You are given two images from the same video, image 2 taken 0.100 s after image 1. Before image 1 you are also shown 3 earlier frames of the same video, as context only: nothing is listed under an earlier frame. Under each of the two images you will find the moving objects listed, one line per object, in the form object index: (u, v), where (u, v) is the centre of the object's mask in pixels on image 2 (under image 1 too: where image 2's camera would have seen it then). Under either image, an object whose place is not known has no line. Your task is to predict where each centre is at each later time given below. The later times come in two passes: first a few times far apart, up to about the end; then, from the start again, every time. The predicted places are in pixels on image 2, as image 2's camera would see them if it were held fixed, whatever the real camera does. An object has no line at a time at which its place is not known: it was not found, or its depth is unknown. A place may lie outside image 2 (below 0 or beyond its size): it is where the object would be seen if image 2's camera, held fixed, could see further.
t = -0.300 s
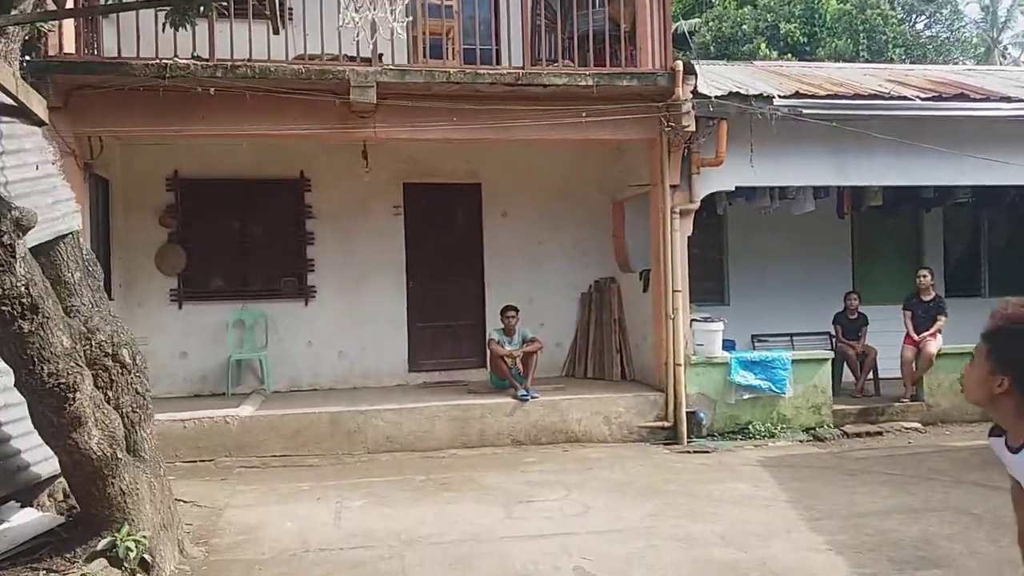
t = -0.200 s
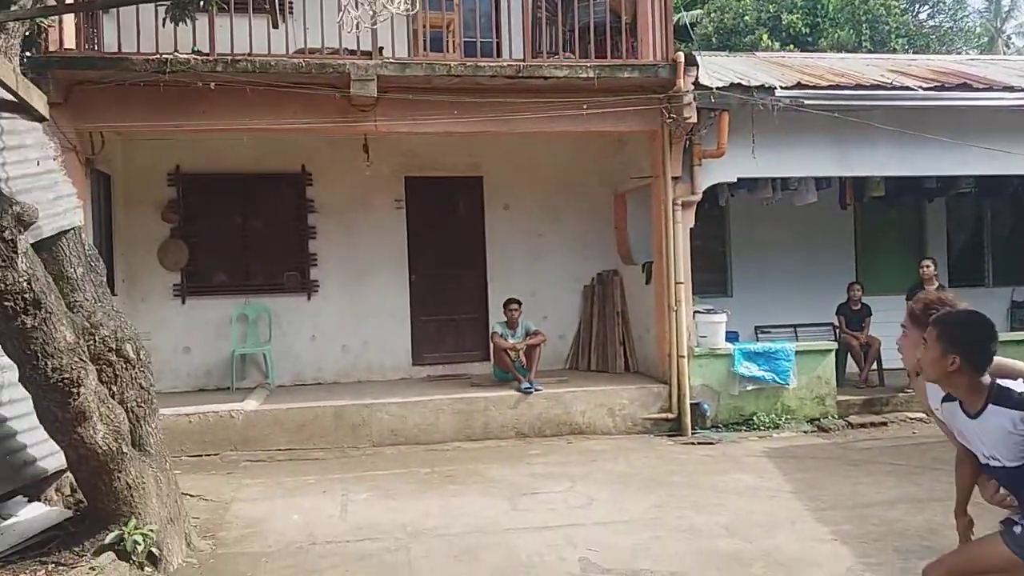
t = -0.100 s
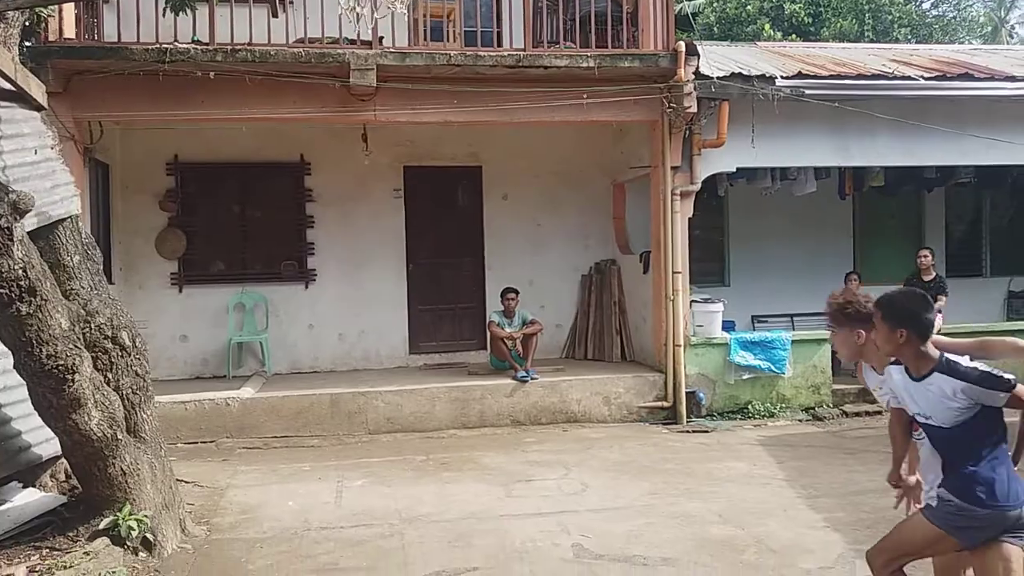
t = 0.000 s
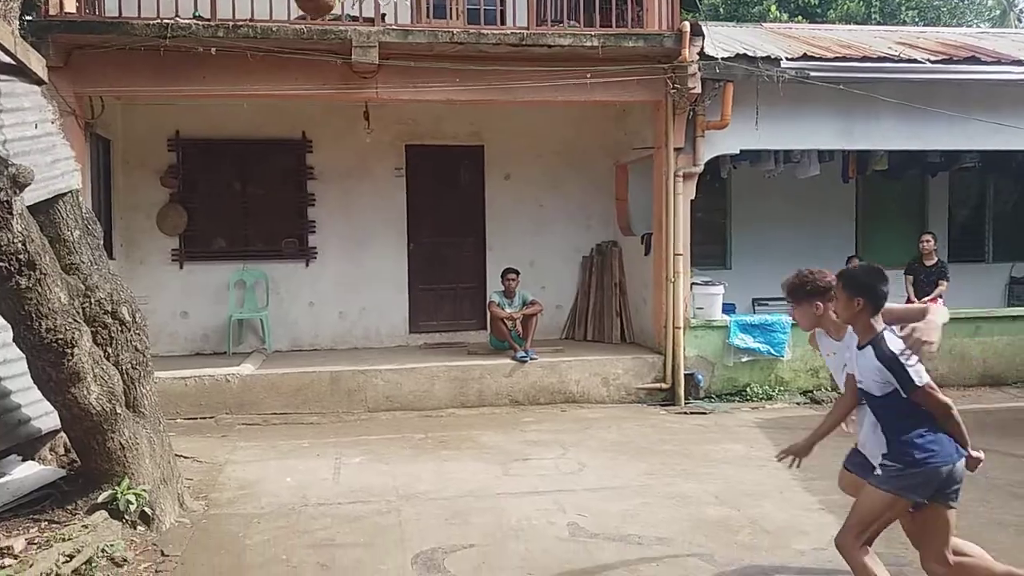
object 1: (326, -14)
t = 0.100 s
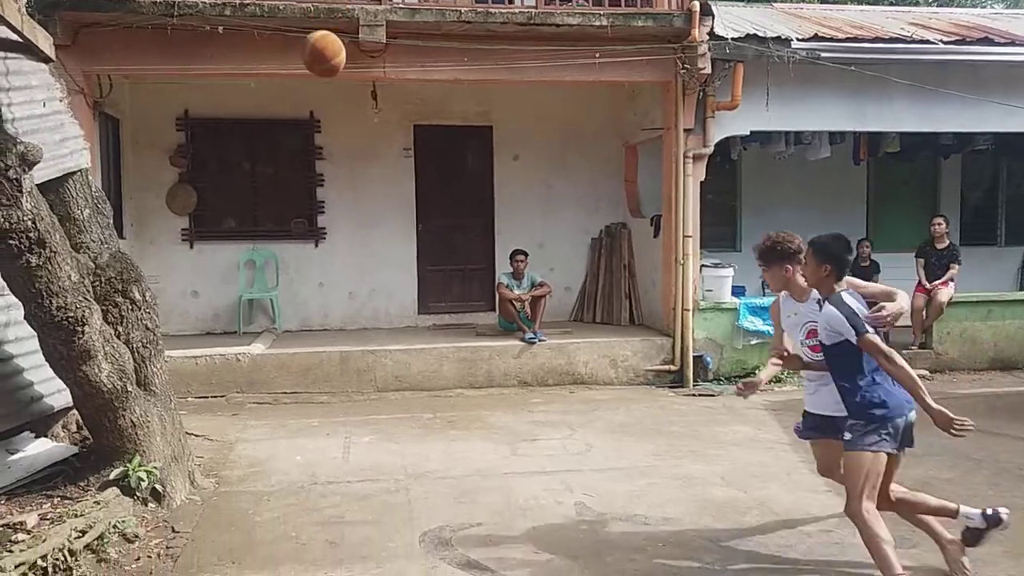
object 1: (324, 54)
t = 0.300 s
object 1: (326, 255)
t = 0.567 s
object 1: (328, 361)
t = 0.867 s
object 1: (319, 176)
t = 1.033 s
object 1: (316, 131)
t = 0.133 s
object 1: (326, 84)
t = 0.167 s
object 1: (323, 116)
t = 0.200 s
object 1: (322, 149)
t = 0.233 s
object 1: (325, 183)
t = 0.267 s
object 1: (325, 218)
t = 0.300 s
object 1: (326, 255)
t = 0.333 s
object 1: (327, 292)
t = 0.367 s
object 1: (328, 329)
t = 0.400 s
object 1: (329, 368)
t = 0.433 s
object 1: (330, 407)
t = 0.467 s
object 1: (331, 448)
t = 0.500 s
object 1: (330, 422)
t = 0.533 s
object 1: (330, 391)
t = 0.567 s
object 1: (328, 361)
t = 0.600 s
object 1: (327, 333)
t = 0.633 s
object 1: (326, 308)
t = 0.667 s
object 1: (325, 284)
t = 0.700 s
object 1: (325, 261)
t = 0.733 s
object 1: (325, 239)
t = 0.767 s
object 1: (325, 220)
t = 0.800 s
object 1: (323, 203)
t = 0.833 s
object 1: (322, 190)
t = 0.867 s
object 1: (319, 176)
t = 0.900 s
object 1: (319, 163)
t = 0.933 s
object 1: (323, 151)
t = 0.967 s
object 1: (321, 144)
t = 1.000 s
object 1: (317, 137)
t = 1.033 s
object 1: (316, 131)
